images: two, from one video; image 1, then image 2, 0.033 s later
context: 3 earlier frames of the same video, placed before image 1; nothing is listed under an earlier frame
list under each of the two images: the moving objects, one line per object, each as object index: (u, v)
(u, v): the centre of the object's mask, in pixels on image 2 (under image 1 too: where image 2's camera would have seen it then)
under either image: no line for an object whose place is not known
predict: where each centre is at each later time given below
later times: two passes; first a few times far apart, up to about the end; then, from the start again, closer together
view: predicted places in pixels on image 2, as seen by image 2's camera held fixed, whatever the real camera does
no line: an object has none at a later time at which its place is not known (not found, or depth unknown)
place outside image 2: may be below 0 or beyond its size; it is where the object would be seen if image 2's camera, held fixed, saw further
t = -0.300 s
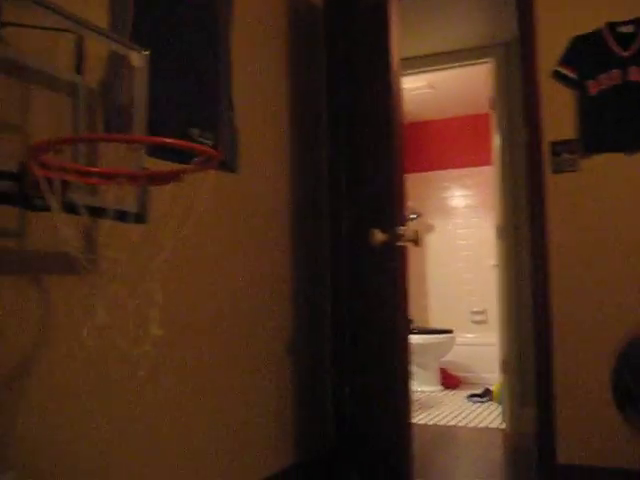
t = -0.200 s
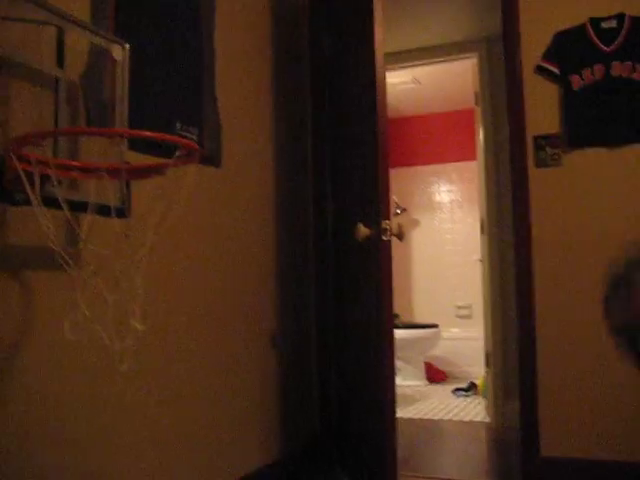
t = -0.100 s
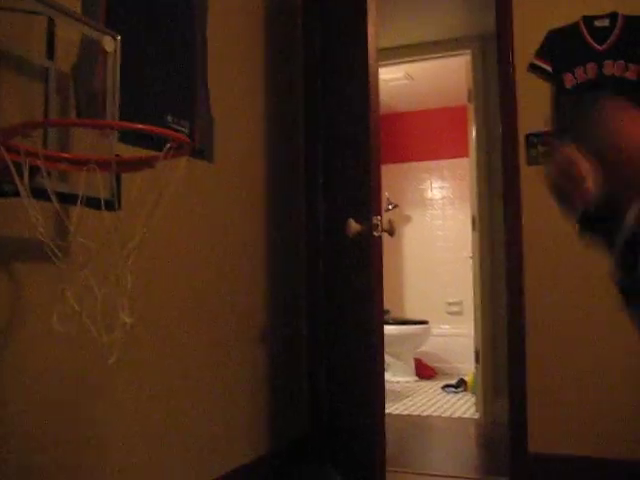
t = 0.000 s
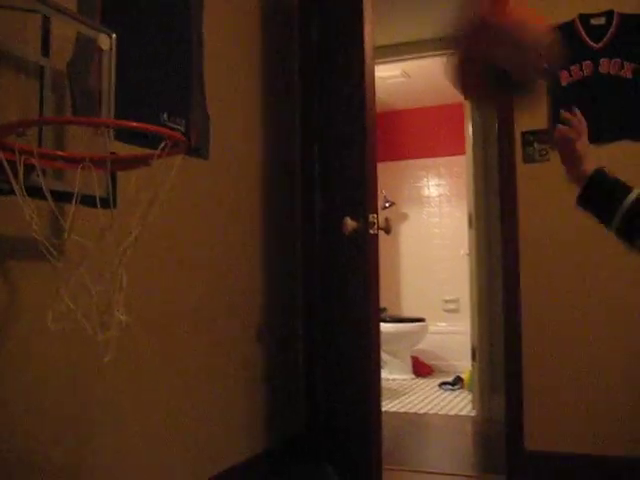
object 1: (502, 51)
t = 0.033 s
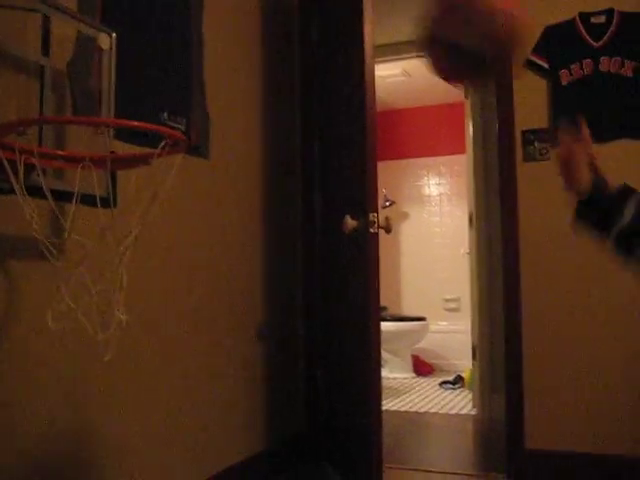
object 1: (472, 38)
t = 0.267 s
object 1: (315, 61)
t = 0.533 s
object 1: (179, 355)
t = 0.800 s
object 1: (177, 390)
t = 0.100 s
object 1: (424, 28)
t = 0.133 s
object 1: (395, 30)
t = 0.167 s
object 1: (371, 34)
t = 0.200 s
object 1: (349, 39)
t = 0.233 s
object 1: (330, 50)
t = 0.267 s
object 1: (315, 61)
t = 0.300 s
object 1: (295, 85)
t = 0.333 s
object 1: (278, 107)
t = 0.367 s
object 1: (263, 141)
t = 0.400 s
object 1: (246, 179)
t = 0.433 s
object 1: (226, 220)
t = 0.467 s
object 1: (210, 261)
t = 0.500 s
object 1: (194, 307)
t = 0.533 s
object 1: (179, 355)
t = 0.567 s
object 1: (169, 406)
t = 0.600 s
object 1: (158, 460)
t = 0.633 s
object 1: (147, 496)
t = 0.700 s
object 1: (149, 490)
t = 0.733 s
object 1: (161, 455)
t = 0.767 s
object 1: (170, 421)
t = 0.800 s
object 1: (177, 390)
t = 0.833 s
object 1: (186, 365)
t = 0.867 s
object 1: (194, 344)
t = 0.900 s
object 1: (202, 327)
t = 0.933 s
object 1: (210, 314)
